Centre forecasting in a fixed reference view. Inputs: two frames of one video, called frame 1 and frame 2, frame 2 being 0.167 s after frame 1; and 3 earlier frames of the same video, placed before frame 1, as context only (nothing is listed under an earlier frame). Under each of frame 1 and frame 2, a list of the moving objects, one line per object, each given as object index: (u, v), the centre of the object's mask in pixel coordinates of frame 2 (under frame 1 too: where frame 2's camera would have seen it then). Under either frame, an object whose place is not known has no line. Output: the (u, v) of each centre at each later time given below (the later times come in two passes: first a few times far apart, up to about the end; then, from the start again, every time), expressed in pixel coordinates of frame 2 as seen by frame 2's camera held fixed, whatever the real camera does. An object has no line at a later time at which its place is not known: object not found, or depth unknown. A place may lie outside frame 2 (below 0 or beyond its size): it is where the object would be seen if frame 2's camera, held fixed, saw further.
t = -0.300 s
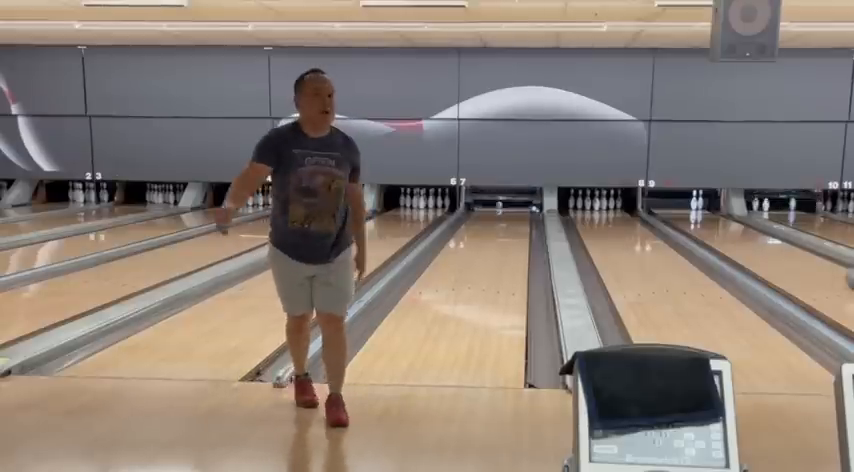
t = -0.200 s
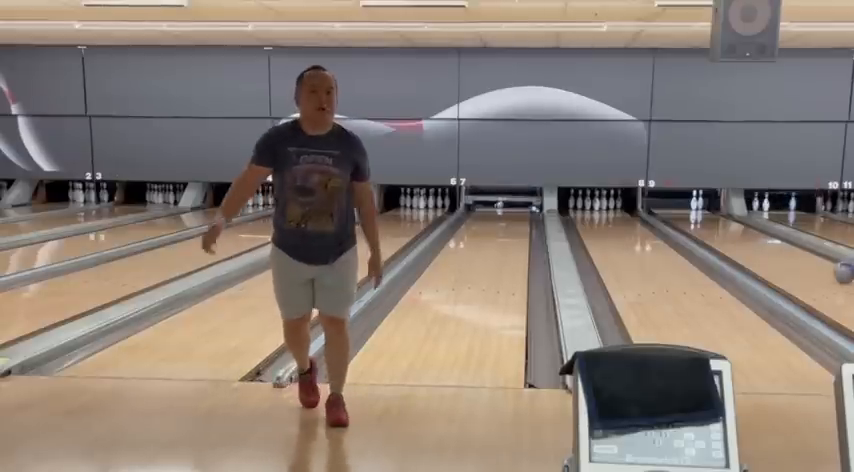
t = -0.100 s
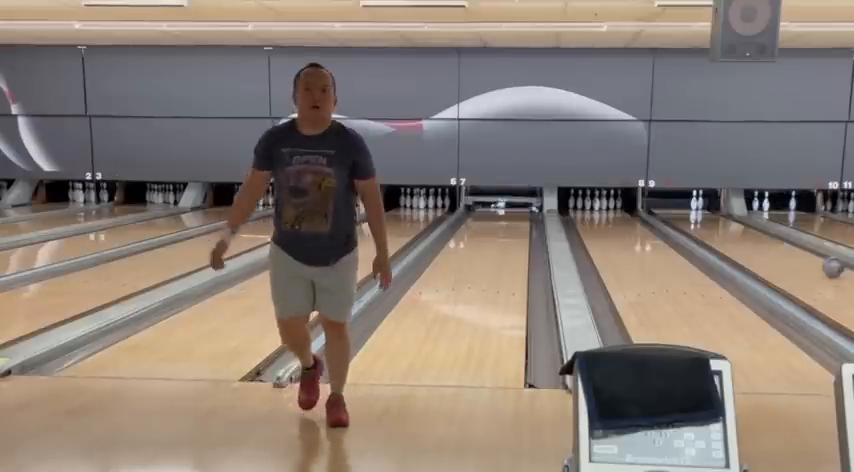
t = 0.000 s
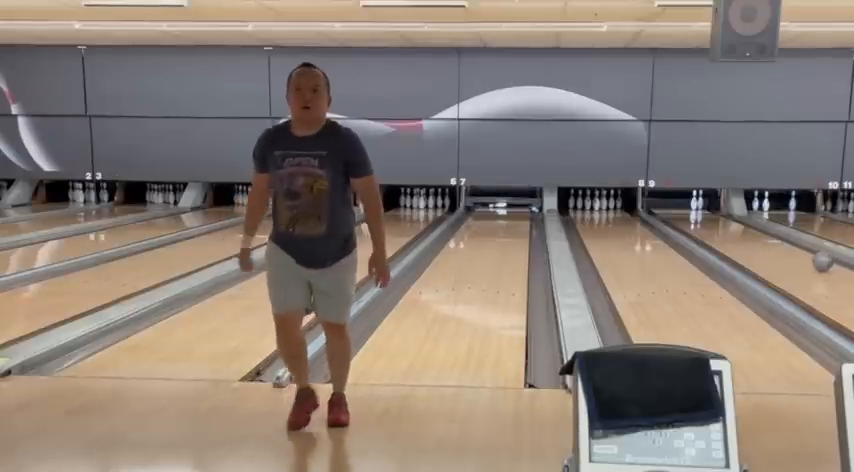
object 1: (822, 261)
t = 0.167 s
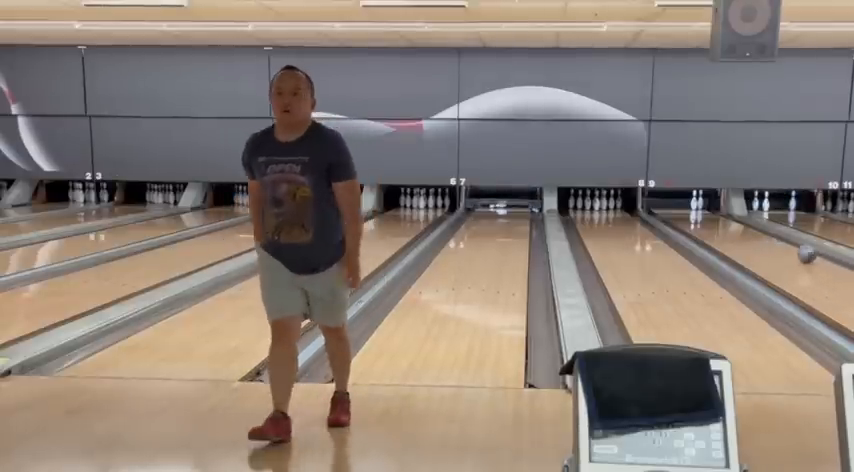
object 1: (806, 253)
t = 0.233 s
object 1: (801, 250)
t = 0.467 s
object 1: (782, 242)
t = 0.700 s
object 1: (767, 234)
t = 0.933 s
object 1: (753, 228)
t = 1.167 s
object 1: (741, 222)
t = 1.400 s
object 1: (731, 218)
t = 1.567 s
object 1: (725, 215)
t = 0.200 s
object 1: (804, 251)
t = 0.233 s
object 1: (801, 250)
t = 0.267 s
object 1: (798, 249)
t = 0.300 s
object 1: (795, 248)
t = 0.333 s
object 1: (792, 247)
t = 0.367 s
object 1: (790, 246)
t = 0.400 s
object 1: (788, 244)
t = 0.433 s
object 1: (785, 243)
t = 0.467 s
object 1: (782, 242)
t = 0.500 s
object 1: (780, 241)
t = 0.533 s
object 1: (778, 240)
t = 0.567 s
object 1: (776, 238)
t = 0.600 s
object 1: (773, 238)
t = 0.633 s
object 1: (771, 236)
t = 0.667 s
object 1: (769, 235)
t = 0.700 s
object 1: (767, 234)
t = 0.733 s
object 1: (765, 233)
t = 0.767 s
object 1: (763, 232)
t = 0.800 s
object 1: (760, 232)
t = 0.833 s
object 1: (759, 231)
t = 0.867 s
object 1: (757, 230)
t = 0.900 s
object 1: (755, 229)
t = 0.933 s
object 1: (753, 228)
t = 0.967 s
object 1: (752, 227)
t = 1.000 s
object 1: (750, 226)
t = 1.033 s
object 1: (748, 226)
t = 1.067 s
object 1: (746, 225)
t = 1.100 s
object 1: (744, 223)
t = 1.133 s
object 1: (743, 223)
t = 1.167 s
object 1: (741, 222)
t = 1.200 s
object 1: (740, 221)
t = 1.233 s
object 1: (738, 221)
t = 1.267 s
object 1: (737, 220)
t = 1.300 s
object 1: (735, 220)
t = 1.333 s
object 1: (733, 219)
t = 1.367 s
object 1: (732, 219)
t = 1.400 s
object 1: (731, 218)
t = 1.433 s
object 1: (730, 217)
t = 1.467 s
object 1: (728, 216)
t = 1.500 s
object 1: (727, 216)
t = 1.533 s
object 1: (726, 215)
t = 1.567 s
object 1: (725, 215)
